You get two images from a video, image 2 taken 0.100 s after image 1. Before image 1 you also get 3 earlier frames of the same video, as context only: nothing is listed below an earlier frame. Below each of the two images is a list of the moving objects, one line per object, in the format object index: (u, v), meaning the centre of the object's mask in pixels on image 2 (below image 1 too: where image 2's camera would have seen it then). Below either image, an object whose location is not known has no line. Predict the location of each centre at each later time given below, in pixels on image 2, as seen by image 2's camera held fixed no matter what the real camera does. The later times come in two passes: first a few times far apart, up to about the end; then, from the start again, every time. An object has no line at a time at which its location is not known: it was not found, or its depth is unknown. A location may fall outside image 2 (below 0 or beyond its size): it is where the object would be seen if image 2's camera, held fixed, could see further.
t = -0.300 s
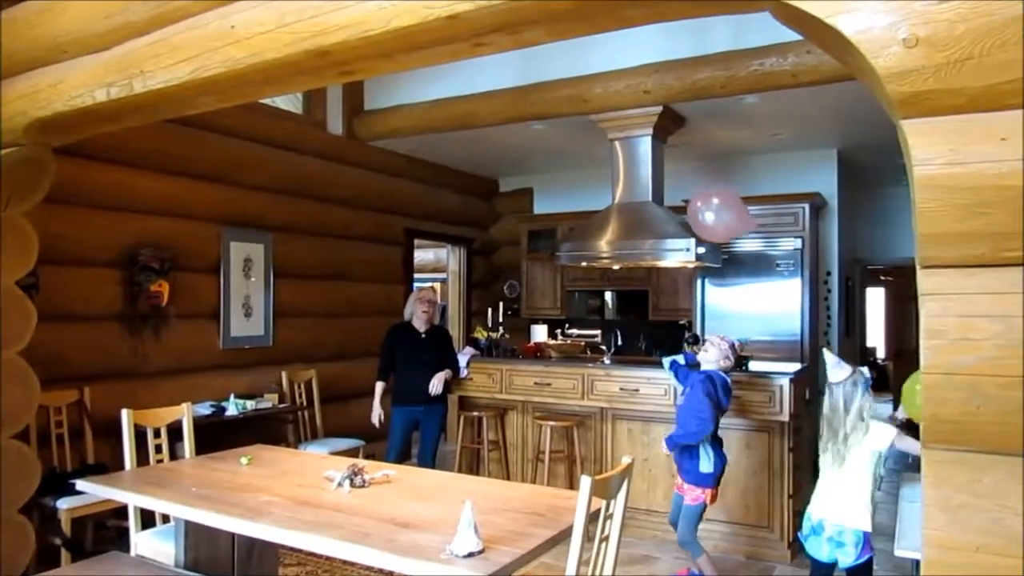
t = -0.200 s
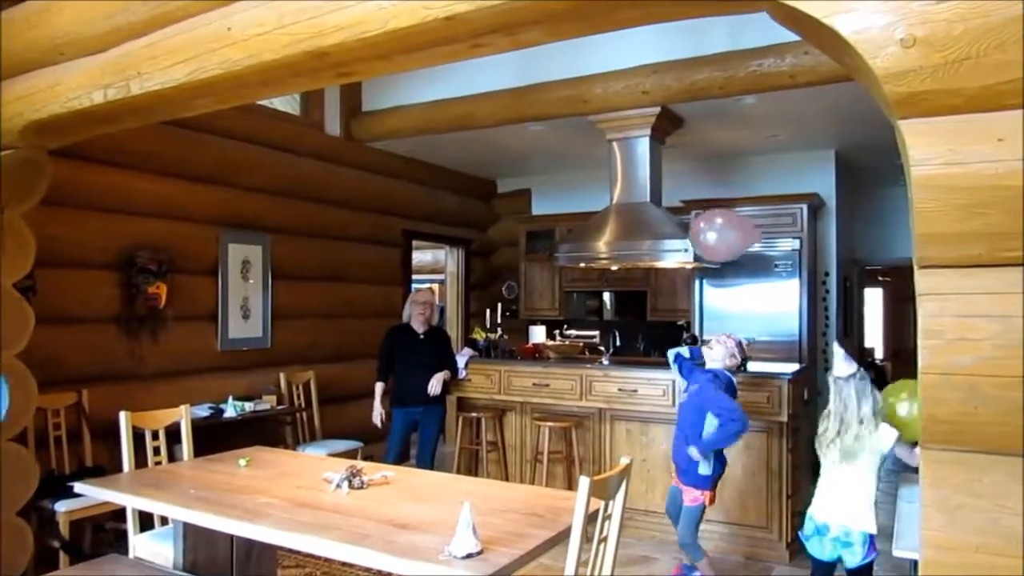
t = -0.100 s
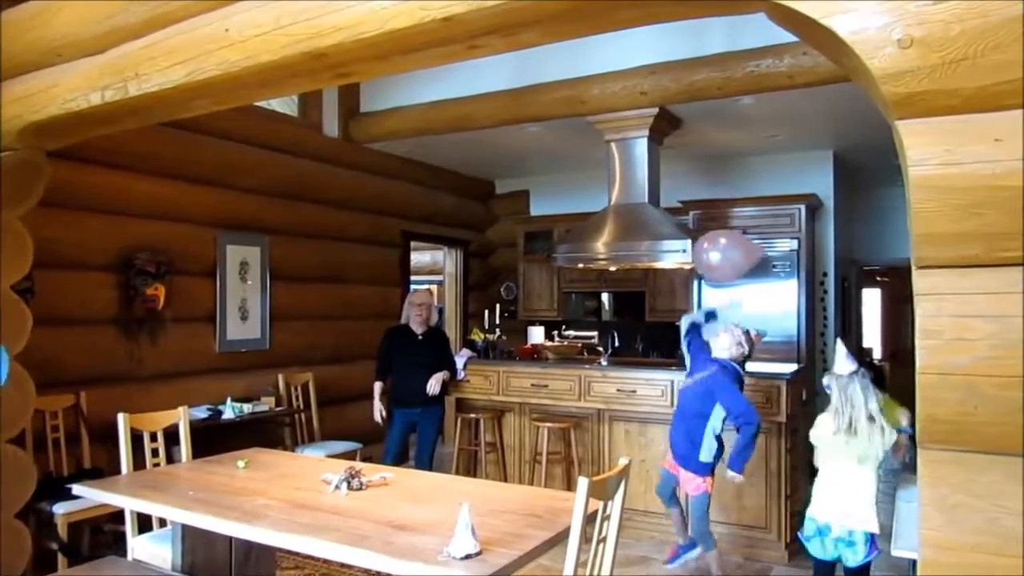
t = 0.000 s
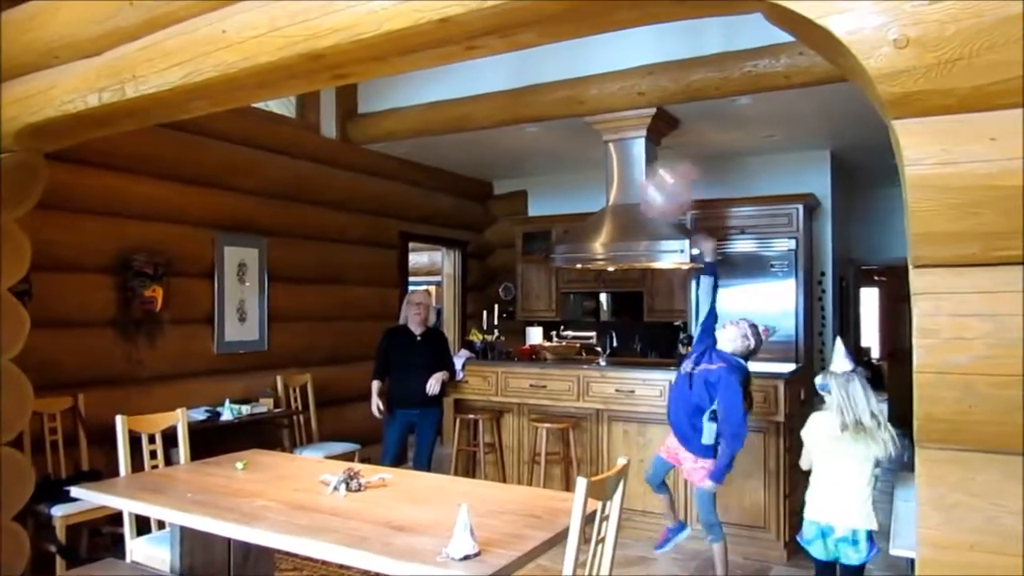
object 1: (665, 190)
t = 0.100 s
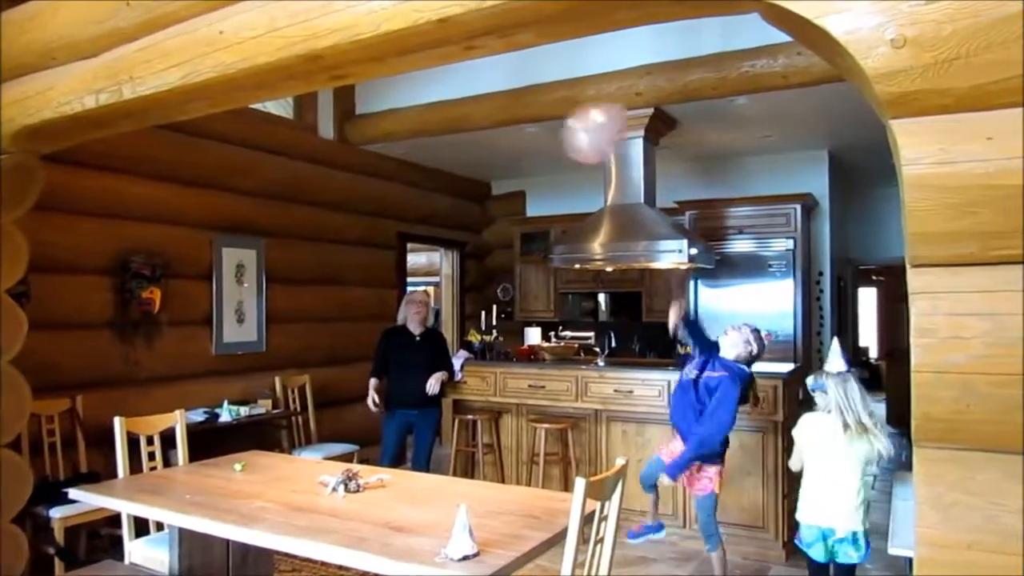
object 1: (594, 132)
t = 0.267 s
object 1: (512, 95)
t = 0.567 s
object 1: (429, 88)
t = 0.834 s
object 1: (377, 107)
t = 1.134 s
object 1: (337, 157)
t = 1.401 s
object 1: (316, 209)
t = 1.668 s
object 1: (310, 264)
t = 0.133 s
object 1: (573, 121)
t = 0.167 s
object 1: (555, 113)
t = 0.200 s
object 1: (539, 105)
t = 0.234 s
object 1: (525, 99)
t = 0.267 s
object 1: (512, 95)
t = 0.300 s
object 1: (500, 91)
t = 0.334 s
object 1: (489, 89)
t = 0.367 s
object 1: (479, 88)
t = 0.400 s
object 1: (470, 87)
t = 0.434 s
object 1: (461, 86)
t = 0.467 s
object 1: (453, 86)
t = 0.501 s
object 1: (444, 87)
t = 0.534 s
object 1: (437, 87)
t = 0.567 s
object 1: (429, 88)
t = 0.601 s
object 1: (422, 89)
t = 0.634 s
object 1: (414, 91)
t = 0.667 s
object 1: (408, 92)
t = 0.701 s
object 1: (401, 95)
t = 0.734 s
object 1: (394, 97)
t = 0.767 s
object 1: (389, 100)
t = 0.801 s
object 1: (383, 103)
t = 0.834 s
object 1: (377, 107)
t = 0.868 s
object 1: (372, 111)
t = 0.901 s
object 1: (367, 116)
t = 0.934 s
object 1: (362, 121)
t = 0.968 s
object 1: (357, 127)
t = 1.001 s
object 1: (353, 132)
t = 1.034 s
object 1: (348, 138)
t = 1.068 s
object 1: (344, 144)
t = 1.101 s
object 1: (340, 150)
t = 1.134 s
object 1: (337, 157)
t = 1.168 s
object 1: (333, 163)
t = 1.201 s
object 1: (330, 169)
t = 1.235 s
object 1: (327, 176)
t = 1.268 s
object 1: (325, 182)
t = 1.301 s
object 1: (322, 189)
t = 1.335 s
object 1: (320, 196)
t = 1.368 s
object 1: (317, 203)
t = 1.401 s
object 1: (316, 209)
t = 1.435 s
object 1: (314, 216)
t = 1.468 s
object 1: (313, 223)
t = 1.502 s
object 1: (311, 230)
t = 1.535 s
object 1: (310, 236)
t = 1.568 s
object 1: (310, 243)
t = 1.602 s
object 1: (309, 250)
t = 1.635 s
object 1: (309, 257)
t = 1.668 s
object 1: (310, 264)
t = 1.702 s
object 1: (310, 270)
